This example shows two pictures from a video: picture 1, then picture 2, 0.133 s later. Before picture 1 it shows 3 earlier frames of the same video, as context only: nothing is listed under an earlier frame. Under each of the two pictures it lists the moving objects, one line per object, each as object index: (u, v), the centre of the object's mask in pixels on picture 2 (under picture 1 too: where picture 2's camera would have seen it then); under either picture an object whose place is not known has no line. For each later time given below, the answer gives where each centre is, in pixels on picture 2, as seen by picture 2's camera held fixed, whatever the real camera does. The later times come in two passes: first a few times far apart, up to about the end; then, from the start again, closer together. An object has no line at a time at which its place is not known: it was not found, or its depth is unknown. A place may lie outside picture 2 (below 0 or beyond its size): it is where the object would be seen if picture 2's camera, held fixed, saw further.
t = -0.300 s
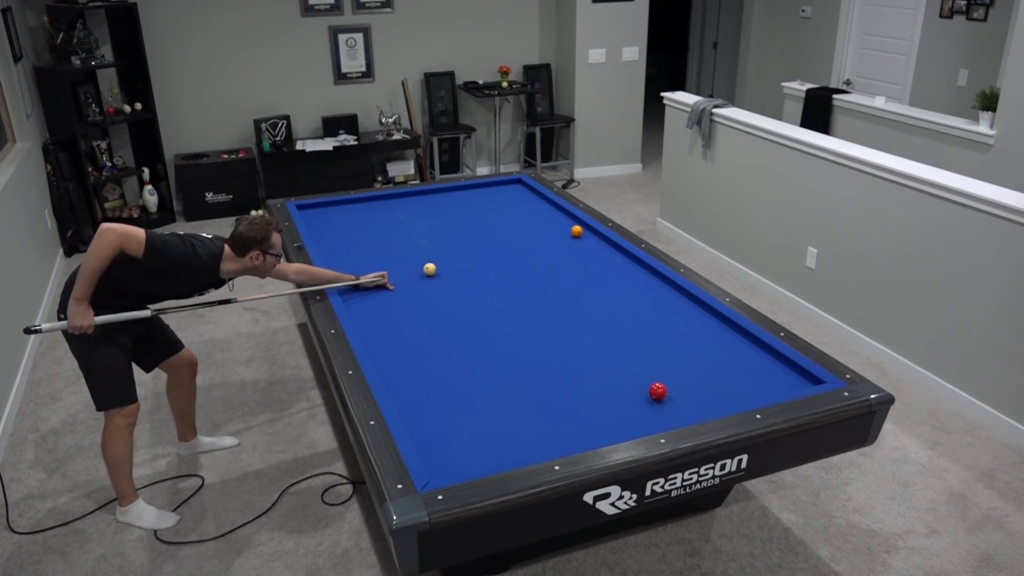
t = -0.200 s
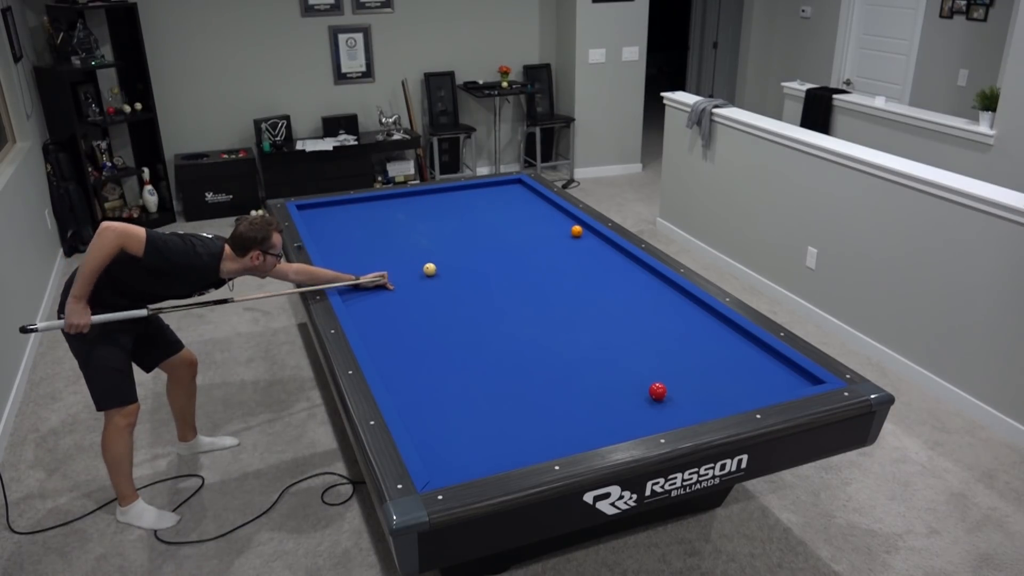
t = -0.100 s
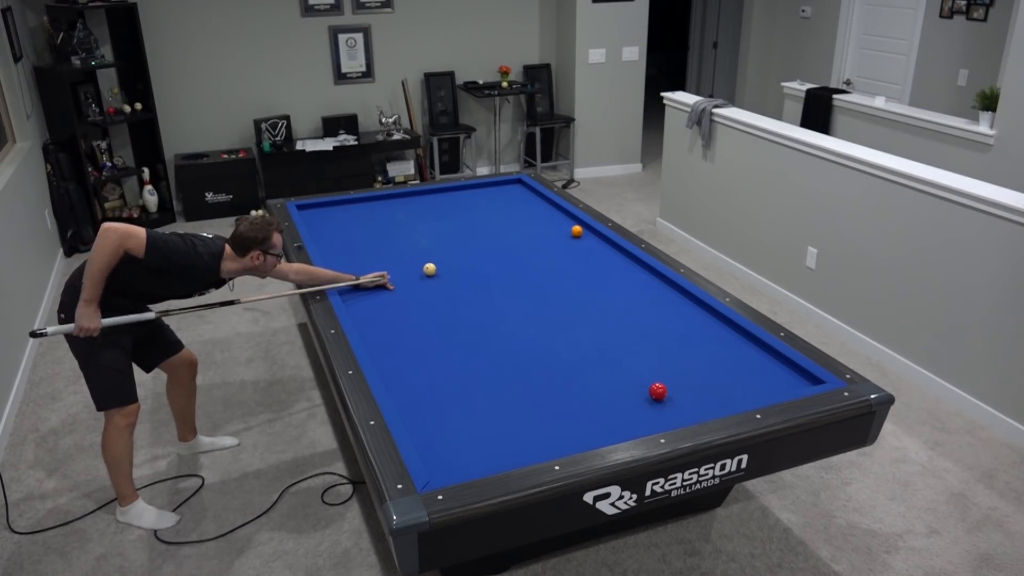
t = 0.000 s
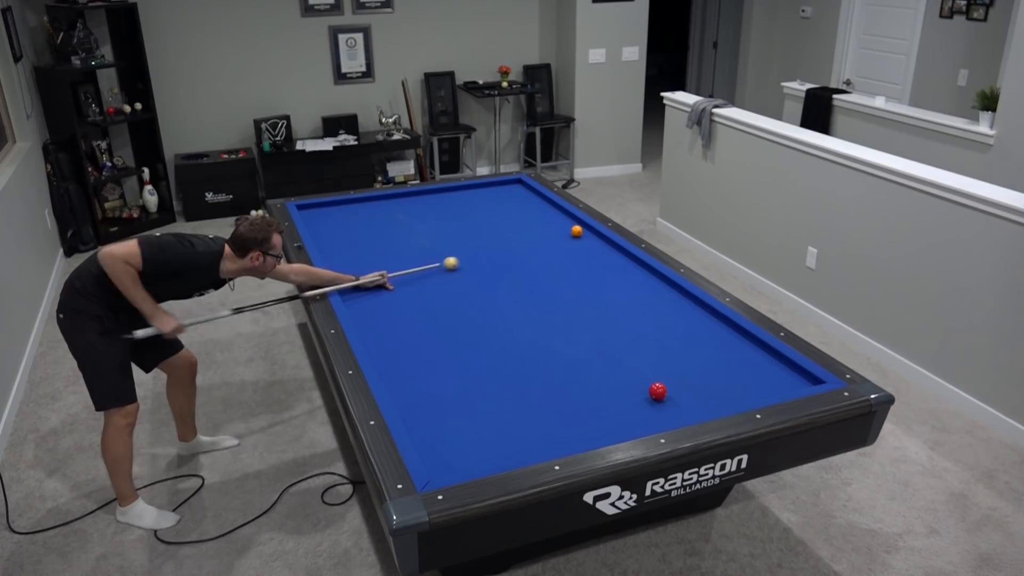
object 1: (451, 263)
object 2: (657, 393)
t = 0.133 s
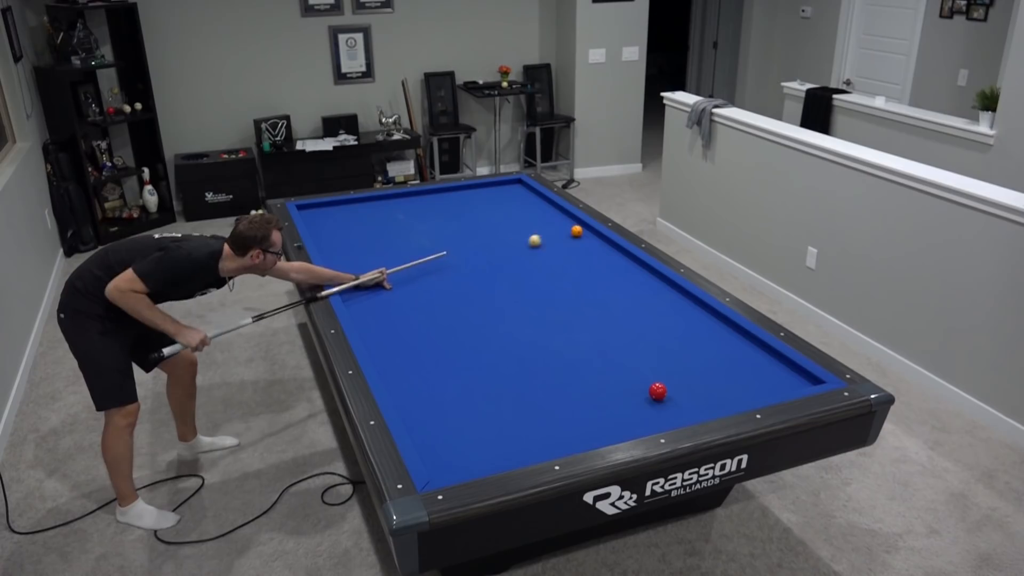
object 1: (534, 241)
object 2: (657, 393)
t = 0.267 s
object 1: (560, 225)
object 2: (657, 393)
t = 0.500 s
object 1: (555, 208)
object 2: (657, 393)
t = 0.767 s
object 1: (524, 192)
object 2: (657, 393)
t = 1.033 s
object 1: (499, 186)
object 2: (657, 393)
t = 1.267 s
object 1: (485, 197)
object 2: (657, 393)
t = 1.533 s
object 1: (468, 209)
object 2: (657, 393)
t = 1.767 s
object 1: (452, 220)
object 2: (657, 393)
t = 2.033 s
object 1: (433, 234)
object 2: (657, 393)
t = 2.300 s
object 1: (411, 249)
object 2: (657, 393)
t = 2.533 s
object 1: (391, 262)
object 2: (657, 393)
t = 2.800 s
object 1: (366, 280)
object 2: (657, 393)
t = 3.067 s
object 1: (351, 297)
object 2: (657, 393)
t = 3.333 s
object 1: (381, 310)
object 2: (657, 393)
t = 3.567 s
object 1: (408, 322)
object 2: (657, 393)
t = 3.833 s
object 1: (441, 336)
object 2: (657, 393)
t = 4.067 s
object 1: (471, 349)
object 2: (657, 393)
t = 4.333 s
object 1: (508, 364)
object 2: (657, 393)
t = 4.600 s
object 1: (547, 381)
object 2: (657, 393)
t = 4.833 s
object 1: (583, 397)
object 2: (657, 393)
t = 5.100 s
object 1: (626, 415)
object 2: (657, 393)
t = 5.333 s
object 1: (651, 415)
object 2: (657, 392)
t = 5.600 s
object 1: (657, 401)
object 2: (659, 385)
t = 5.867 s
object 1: (661, 397)
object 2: (662, 378)
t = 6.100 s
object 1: (663, 394)
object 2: (665, 369)
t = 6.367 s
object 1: (666, 392)
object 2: (668, 360)
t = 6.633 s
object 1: (668, 389)
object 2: (670, 352)
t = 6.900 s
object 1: (671, 387)
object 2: (673, 345)
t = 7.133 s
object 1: (672, 386)
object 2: (675, 339)
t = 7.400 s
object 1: (673, 385)
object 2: (677, 333)
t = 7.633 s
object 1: (674, 385)
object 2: (678, 328)
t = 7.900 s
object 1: (675, 384)
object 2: (680, 323)
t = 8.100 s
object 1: (675, 384)
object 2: (681, 319)
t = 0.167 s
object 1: (553, 236)
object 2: (657, 393)
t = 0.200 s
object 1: (565, 231)
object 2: (657, 393)
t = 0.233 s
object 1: (563, 228)
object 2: (657, 393)
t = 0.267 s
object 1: (560, 225)
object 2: (657, 393)
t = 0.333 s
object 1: (558, 220)
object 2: (657, 393)
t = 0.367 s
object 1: (557, 218)
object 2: (657, 393)
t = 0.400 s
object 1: (556, 215)
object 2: (657, 393)
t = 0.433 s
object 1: (556, 213)
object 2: (657, 393)
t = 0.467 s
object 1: (555, 210)
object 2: (657, 393)
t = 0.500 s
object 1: (555, 208)
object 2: (657, 393)
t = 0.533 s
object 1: (554, 205)
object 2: (657, 393)
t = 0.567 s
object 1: (549, 204)
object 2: (657, 393)
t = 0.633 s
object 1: (540, 200)
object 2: (657, 393)
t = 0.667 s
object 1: (536, 198)
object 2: (657, 393)
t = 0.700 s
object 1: (532, 196)
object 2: (657, 393)
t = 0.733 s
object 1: (528, 194)
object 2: (657, 393)
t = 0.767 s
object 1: (524, 192)
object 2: (657, 393)
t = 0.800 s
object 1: (520, 190)
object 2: (657, 393)
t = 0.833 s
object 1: (516, 189)
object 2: (657, 393)
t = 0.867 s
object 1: (513, 187)
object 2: (657, 393)
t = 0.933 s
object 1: (505, 184)
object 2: (657, 393)
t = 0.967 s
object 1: (502, 182)
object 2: (657, 393)
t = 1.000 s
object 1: (500, 184)
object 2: (657, 393)
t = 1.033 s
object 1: (499, 186)
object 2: (657, 393)
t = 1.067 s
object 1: (497, 188)
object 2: (657, 393)
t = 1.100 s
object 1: (495, 190)
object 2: (657, 393)
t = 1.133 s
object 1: (493, 191)
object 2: (657, 393)
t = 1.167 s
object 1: (491, 193)
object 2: (657, 393)
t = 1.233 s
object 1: (487, 195)
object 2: (657, 393)
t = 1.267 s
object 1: (485, 197)
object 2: (657, 393)
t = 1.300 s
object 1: (483, 198)
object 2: (657, 393)
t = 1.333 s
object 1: (481, 200)
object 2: (657, 393)
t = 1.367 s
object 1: (479, 202)
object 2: (657, 393)
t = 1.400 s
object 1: (477, 203)
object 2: (657, 393)
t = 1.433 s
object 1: (475, 204)
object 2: (657, 393)
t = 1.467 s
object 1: (473, 206)
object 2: (657, 393)
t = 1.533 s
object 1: (468, 209)
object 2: (657, 393)
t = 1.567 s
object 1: (466, 211)
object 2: (657, 393)
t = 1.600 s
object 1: (464, 212)
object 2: (657, 393)
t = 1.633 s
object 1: (461, 214)
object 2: (657, 393)
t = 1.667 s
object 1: (459, 215)
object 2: (657, 393)
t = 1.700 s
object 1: (457, 217)
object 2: (657, 393)
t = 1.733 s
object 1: (455, 219)
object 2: (657, 393)
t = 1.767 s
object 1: (452, 220)
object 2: (657, 393)
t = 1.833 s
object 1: (447, 224)
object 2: (657, 393)
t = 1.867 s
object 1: (445, 225)
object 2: (657, 393)
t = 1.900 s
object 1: (443, 227)
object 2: (657, 393)
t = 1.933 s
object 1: (440, 229)
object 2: (657, 393)
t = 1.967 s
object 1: (438, 230)
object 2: (657, 393)
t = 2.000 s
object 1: (435, 232)
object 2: (657, 393)
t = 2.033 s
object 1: (433, 234)
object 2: (657, 393)
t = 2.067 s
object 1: (430, 236)
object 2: (657, 393)
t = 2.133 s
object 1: (425, 239)
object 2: (657, 393)
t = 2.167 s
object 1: (422, 241)
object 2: (657, 393)
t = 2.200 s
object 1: (419, 243)
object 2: (657, 393)
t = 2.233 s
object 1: (417, 245)
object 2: (657, 393)
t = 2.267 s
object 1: (414, 247)
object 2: (657, 393)
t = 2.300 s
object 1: (411, 249)
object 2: (657, 393)
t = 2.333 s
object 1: (409, 250)
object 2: (657, 393)
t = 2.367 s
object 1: (406, 252)
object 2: (657, 393)
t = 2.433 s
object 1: (400, 256)
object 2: (657, 393)
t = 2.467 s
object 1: (397, 258)
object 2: (657, 393)
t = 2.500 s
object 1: (394, 260)
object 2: (657, 393)
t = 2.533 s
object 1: (391, 262)
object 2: (657, 393)
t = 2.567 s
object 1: (388, 264)
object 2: (657, 393)
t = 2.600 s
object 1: (385, 267)
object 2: (657, 393)
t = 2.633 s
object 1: (382, 269)
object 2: (657, 393)
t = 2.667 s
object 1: (379, 271)
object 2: (657, 393)
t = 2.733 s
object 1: (373, 275)
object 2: (657, 393)
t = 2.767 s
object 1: (370, 277)
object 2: (657, 393)
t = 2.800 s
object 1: (366, 280)
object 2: (657, 393)
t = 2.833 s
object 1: (363, 282)
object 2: (657, 393)
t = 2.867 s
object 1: (360, 284)
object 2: (657, 393)
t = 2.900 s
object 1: (356, 286)
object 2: (657, 393)
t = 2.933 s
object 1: (353, 289)
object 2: (657, 393)
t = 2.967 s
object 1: (350, 291)
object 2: (657, 393)
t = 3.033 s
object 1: (347, 295)
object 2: (657, 393)
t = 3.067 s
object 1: (351, 297)
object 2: (657, 393)
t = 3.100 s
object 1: (355, 298)
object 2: (657, 393)
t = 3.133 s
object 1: (358, 300)
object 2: (657, 393)
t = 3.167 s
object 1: (362, 302)
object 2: (657, 393)
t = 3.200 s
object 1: (366, 303)
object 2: (657, 393)
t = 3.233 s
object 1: (369, 305)
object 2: (657, 393)
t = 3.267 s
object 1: (373, 307)
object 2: (657, 393)
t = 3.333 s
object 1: (381, 310)
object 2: (657, 393)
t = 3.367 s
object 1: (385, 311)
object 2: (657, 393)
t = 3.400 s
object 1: (389, 313)
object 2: (657, 393)
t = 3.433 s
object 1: (392, 315)
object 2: (657, 393)
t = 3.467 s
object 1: (396, 316)
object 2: (657, 393)
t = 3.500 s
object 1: (400, 318)
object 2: (657, 393)
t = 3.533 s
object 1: (404, 320)
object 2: (657, 393)
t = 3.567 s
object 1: (408, 322)
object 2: (657, 393)
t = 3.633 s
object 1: (416, 325)
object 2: (657, 393)
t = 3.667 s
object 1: (420, 327)
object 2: (657, 393)
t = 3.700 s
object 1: (424, 329)
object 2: (657, 393)
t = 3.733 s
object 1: (428, 330)
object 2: (657, 393)
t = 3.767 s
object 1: (433, 332)
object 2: (657, 393)
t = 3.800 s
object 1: (437, 334)
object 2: (657, 393)
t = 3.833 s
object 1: (441, 336)
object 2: (657, 393)
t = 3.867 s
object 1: (445, 338)
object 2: (657, 393)
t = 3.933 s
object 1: (454, 341)
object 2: (657, 393)
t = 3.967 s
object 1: (458, 343)
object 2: (657, 393)
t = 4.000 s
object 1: (462, 345)
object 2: (657, 393)
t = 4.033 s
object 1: (467, 347)
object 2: (657, 393)
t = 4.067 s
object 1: (471, 349)
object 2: (657, 393)
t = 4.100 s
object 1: (476, 351)
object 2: (657, 393)
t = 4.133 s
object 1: (480, 353)
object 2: (657, 393)
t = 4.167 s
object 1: (485, 355)
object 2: (657, 393)
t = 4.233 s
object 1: (494, 358)
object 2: (657, 393)
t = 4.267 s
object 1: (499, 361)
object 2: (657, 393)
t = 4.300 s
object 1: (503, 362)
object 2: (657, 393)
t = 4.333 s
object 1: (508, 364)
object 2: (657, 393)
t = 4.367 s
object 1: (513, 367)
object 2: (657, 393)
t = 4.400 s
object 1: (518, 368)
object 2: (657, 393)
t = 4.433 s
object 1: (522, 371)
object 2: (657, 393)
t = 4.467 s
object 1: (527, 373)
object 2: (657, 393)
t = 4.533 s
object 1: (537, 377)
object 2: (657, 393)
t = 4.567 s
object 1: (542, 379)
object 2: (657, 393)
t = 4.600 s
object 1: (547, 381)
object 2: (657, 393)
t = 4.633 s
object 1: (552, 383)
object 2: (657, 393)
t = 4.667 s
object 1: (557, 386)
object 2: (657, 393)
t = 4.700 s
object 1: (562, 388)
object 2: (657, 393)
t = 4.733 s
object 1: (567, 390)
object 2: (657, 393)
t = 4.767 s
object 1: (572, 392)
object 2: (657, 393)
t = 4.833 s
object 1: (583, 397)
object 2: (657, 393)
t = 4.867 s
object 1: (588, 399)
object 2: (657, 393)
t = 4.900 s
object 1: (593, 401)
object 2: (657, 393)
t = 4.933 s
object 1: (599, 403)
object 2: (657, 393)
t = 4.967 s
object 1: (604, 406)
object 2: (657, 393)
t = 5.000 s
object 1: (610, 408)
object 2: (657, 392)
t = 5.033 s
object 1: (615, 410)
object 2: (657, 393)
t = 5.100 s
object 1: (626, 415)
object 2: (657, 393)
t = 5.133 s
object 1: (632, 417)
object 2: (657, 393)
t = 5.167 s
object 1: (637, 419)
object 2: (657, 393)
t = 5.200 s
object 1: (643, 421)
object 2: (657, 392)
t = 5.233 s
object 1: (648, 422)
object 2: (657, 393)
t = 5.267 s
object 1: (649, 420)
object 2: (657, 392)
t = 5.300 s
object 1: (650, 417)
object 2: (658, 392)
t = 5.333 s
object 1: (651, 415)
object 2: (657, 392)
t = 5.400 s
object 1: (653, 411)
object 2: (658, 392)
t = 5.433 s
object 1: (654, 408)
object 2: (658, 391)
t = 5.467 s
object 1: (655, 406)
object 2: (658, 390)
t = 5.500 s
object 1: (656, 403)
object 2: (658, 389)
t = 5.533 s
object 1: (657, 401)
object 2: (658, 388)
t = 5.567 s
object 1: (657, 401)
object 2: (658, 387)
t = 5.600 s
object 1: (657, 401)
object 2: (659, 385)
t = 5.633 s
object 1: (658, 400)
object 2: (659, 385)
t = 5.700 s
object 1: (658, 399)
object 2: (660, 383)
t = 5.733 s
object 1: (659, 399)
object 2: (661, 382)
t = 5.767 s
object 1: (659, 398)
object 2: (661, 381)
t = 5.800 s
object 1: (660, 398)
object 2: (661, 379)
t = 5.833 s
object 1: (660, 397)
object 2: (662, 379)
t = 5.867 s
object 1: (661, 397)
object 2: (662, 378)
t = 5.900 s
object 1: (661, 396)
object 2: (662, 377)
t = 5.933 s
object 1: (661, 396)
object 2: (663, 376)
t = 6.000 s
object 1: (662, 395)
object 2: (664, 373)
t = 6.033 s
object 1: (663, 395)
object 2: (664, 372)
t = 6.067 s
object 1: (663, 395)
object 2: (664, 370)
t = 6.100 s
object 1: (663, 394)
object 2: (665, 369)
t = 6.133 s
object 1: (664, 394)
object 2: (665, 368)
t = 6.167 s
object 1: (664, 394)
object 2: (665, 367)
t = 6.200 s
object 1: (664, 393)
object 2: (666, 366)
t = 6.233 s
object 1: (665, 393)
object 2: (666, 365)
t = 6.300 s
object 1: (665, 392)
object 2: (667, 363)
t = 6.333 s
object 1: (666, 392)
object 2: (667, 362)
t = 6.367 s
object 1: (666, 392)
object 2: (668, 360)
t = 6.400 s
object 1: (666, 391)
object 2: (668, 359)
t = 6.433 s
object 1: (667, 391)
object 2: (668, 359)
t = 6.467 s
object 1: (667, 391)
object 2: (669, 358)
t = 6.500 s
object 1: (667, 390)
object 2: (669, 357)
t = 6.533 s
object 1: (668, 390)
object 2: (669, 355)
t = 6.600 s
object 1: (668, 390)
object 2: (670, 353)
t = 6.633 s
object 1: (668, 389)
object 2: (670, 352)
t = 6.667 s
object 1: (669, 389)
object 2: (671, 352)
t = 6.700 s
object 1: (669, 389)
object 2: (671, 351)
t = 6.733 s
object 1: (669, 389)
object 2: (671, 350)
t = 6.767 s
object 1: (669, 388)
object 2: (672, 349)
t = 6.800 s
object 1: (670, 388)
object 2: (672, 348)
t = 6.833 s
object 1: (670, 388)
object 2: (672, 347)
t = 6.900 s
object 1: (671, 387)
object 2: (673, 345)
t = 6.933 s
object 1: (671, 387)
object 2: (673, 344)
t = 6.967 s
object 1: (671, 387)
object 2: (673, 344)
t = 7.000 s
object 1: (671, 387)
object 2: (674, 343)
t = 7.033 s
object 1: (671, 387)
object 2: (674, 342)
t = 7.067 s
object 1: (671, 386)
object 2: (674, 341)
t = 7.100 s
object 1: (672, 386)
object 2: (674, 340)
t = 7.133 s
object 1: (672, 386)
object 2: (675, 339)
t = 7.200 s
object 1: (672, 386)
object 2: (675, 338)
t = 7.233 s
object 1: (672, 386)
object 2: (675, 337)
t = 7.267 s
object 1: (672, 386)
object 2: (676, 336)
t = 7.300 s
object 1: (673, 385)
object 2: (676, 335)
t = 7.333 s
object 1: (673, 385)
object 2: (676, 334)
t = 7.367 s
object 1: (673, 385)
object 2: (676, 334)
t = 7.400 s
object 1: (673, 385)
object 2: (677, 333)
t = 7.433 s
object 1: (673, 385)
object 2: (677, 332)
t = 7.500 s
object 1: (673, 385)
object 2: (677, 331)
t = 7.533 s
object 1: (673, 385)
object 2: (678, 330)
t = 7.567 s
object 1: (674, 385)
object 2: (678, 329)
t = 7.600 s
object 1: (674, 385)
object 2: (678, 329)
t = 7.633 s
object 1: (674, 385)
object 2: (678, 328)
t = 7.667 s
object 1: (674, 384)
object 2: (678, 327)
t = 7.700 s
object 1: (674, 384)
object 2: (679, 326)
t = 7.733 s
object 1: (674, 384)
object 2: (679, 326)
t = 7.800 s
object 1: (674, 384)
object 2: (679, 324)
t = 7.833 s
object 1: (674, 384)
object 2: (680, 324)
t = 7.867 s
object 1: (674, 384)
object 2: (680, 323)
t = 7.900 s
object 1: (675, 384)
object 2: (680, 323)
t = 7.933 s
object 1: (675, 384)
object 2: (680, 322)
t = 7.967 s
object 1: (675, 384)
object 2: (680, 322)
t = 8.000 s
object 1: (675, 384)
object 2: (681, 321)
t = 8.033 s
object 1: (675, 384)
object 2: (681, 320)
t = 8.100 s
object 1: (675, 384)
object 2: (681, 319)
